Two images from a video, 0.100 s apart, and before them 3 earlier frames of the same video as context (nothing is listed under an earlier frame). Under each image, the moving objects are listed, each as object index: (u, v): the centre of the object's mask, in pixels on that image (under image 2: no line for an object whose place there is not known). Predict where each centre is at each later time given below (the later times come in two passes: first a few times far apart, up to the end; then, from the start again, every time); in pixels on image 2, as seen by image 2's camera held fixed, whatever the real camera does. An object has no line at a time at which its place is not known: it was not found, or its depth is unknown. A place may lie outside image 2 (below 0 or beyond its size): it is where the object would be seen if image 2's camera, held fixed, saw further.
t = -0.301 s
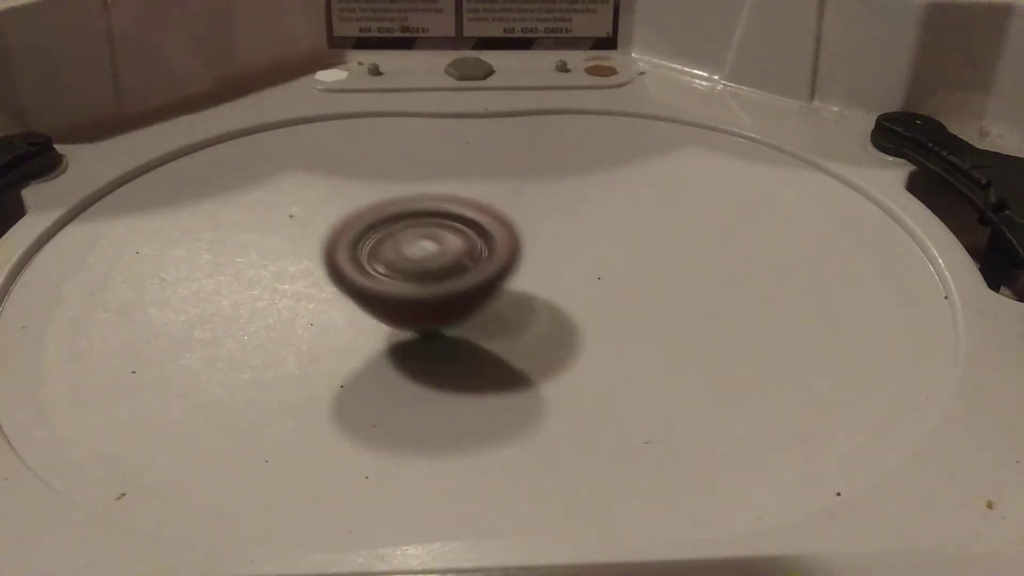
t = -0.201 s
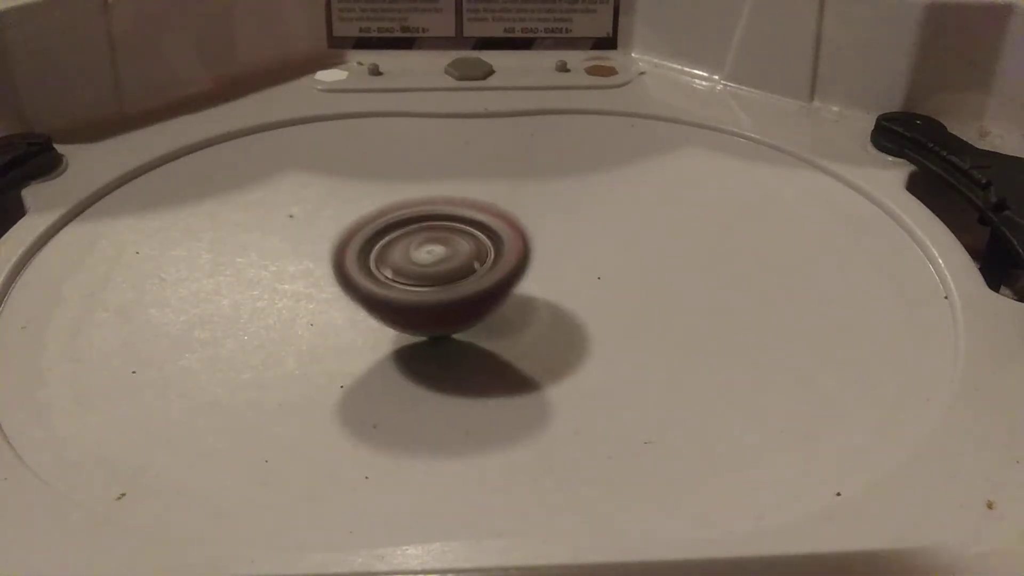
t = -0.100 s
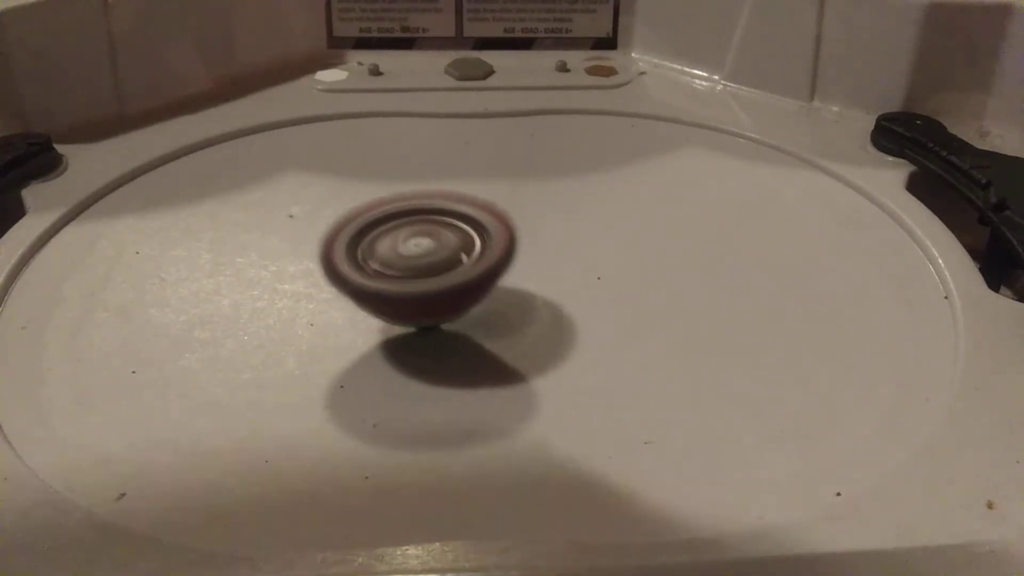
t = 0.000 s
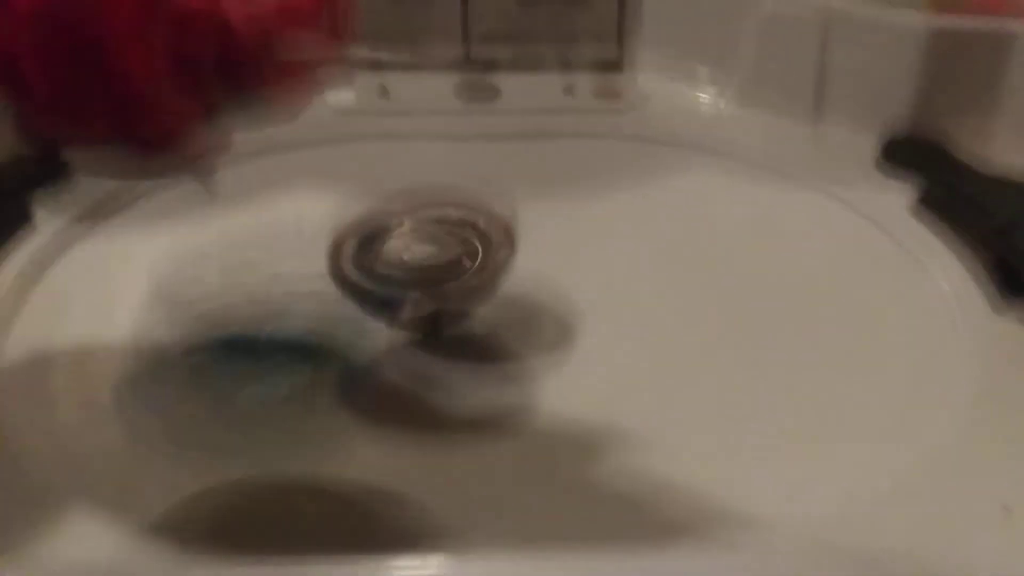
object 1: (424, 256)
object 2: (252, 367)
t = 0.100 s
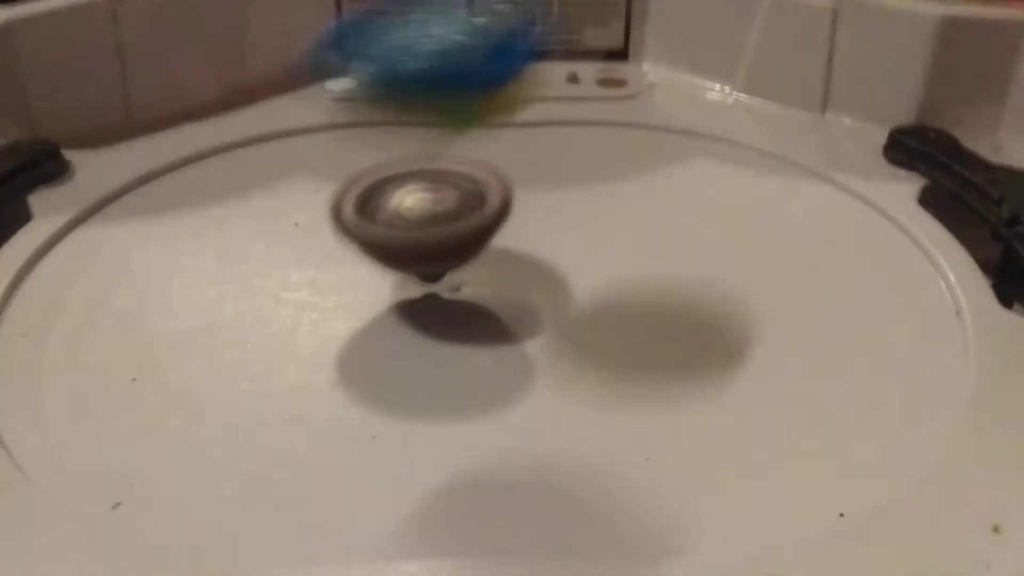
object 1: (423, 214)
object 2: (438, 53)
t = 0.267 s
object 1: (455, 231)
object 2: (635, 53)
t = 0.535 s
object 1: (513, 227)
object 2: (636, 165)
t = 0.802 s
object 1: (324, 235)
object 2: (879, 287)
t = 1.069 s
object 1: (366, 294)
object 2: (727, 191)
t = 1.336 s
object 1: (447, 262)
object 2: (524, 132)
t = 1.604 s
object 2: (476, 91)
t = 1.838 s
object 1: (482, 417)
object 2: (417, 121)
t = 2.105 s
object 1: (681, 377)
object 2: (439, 170)
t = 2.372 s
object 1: (620, 322)
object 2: (508, 192)
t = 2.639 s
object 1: (579, 318)
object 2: (648, 198)
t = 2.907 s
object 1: (546, 322)
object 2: (710, 168)
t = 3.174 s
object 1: (488, 293)
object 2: (665, 202)
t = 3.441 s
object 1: (386, 253)
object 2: (665, 265)
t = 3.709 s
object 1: (335, 236)
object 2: (677, 297)
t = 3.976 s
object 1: (348, 226)
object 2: (638, 314)
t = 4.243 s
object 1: (407, 220)
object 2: (568, 307)
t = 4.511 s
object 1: (446, 198)
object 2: (534, 320)
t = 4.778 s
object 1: (472, 179)
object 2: (497, 321)
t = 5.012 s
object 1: (493, 177)
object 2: (470, 299)
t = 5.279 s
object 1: (560, 187)
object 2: (429, 295)
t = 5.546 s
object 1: (630, 200)
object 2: (418, 275)
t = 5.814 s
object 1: (667, 223)
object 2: (420, 257)
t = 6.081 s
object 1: (654, 257)
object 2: (439, 240)
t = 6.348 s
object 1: (607, 299)
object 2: (448, 234)
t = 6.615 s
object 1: (566, 320)
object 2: (445, 233)
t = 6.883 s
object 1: (531, 326)
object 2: (470, 221)
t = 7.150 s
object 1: (521, 331)
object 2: (518, 218)
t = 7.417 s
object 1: (505, 323)
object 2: (550, 205)
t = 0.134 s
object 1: (427, 213)
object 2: (492, 48)
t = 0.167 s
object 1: (432, 217)
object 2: (541, 57)
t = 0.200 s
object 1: (439, 223)
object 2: (582, 105)
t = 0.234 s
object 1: (445, 227)
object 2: (615, 117)
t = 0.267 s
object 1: (455, 231)
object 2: (635, 53)
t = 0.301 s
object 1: (469, 230)
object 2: (647, 35)
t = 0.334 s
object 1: (491, 226)
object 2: (658, 34)
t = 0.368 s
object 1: (517, 225)
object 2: (672, 43)
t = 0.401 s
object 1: (530, 224)
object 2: (673, 81)
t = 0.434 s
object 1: (537, 226)
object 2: (668, 83)
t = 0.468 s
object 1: (536, 228)
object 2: (659, 126)
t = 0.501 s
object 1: (533, 229)
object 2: (644, 140)
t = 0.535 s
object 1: (513, 227)
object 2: (636, 165)
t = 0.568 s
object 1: (463, 223)
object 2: (675, 195)
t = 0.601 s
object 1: (421, 216)
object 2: (723, 217)
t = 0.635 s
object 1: (388, 215)
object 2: (767, 239)
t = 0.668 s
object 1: (360, 214)
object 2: (804, 254)
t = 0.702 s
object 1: (346, 216)
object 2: (836, 265)
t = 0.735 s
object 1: (336, 220)
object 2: (860, 276)
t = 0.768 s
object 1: (330, 226)
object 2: (874, 284)
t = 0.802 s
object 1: (324, 235)
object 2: (879, 287)
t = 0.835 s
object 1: (320, 244)
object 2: (875, 287)
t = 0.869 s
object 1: (320, 253)
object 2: (864, 283)
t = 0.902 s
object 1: (321, 262)
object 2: (845, 274)
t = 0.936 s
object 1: (323, 272)
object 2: (823, 261)
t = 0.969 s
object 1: (325, 280)
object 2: (799, 246)
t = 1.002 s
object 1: (332, 285)
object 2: (774, 228)
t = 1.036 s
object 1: (348, 290)
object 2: (750, 208)
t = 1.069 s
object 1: (366, 294)
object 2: (727, 191)
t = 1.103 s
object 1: (384, 296)
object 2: (703, 173)
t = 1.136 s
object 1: (405, 295)
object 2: (678, 158)
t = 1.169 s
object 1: (425, 292)
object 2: (652, 145)
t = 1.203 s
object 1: (443, 287)
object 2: (628, 133)
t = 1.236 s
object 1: (461, 279)
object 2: (602, 125)
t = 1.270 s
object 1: (467, 271)
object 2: (576, 120)
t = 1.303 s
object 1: (462, 265)
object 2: (548, 121)
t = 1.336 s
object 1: (447, 262)
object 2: (524, 132)
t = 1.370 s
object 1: (430, 258)
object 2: (501, 137)
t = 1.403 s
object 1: (416, 249)
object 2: (479, 142)
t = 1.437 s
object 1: (394, 255)
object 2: (467, 142)
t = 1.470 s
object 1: (336, 291)
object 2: (481, 119)
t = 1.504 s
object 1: (299, 321)
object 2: (489, 105)
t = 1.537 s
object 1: (279, 346)
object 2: (489, 90)
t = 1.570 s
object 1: (275, 367)
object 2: (484, 86)
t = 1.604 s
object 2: (476, 91)
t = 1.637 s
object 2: (466, 96)
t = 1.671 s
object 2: (455, 101)
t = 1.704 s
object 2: (445, 106)
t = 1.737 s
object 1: (376, 419)
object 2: (436, 112)
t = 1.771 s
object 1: (412, 418)
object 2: (429, 115)
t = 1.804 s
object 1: (446, 418)
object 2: (423, 118)
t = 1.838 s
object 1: (482, 417)
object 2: (417, 121)
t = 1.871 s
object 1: (516, 416)
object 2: (411, 122)
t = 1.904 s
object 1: (548, 416)
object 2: (408, 128)
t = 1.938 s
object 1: (581, 415)
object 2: (407, 133)
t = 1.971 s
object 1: (612, 413)
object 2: (409, 139)
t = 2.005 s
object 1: (640, 408)
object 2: (414, 147)
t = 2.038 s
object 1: (661, 401)
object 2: (421, 155)
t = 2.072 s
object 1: (675, 389)
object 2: (429, 163)
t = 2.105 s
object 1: (681, 377)
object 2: (439, 170)
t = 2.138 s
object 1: (680, 363)
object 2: (449, 178)
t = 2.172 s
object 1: (673, 348)
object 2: (460, 187)
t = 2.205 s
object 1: (662, 333)
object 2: (472, 196)
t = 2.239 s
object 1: (645, 318)
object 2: (485, 205)
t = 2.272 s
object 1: (626, 304)
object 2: (498, 213)
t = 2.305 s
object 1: (619, 302)
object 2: (506, 213)
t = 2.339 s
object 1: (624, 315)
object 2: (506, 204)
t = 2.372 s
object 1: (620, 322)
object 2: (508, 192)
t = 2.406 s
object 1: (615, 323)
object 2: (515, 190)
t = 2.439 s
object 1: (614, 322)
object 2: (525, 192)
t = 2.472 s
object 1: (612, 319)
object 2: (539, 195)
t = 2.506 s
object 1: (610, 316)
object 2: (556, 198)
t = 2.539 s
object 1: (606, 314)
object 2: (578, 200)
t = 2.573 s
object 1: (597, 313)
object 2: (604, 201)
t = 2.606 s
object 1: (586, 316)
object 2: (627, 199)
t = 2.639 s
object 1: (579, 318)
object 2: (648, 198)
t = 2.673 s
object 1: (574, 321)
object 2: (665, 196)
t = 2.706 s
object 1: (572, 322)
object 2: (680, 192)
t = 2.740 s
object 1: (568, 323)
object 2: (693, 187)
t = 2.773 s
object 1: (564, 324)
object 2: (702, 182)
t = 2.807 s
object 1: (560, 324)
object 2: (708, 177)
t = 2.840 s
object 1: (556, 324)
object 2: (711, 173)
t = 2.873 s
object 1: (551, 323)
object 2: (711, 169)
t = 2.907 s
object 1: (546, 322)
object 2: (710, 168)
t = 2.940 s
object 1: (540, 320)
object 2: (707, 166)
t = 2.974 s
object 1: (534, 317)
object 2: (704, 167)
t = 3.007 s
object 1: (527, 314)
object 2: (698, 169)
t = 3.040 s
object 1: (520, 310)
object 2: (691, 173)
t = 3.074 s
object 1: (513, 306)
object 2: (684, 179)
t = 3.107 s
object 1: (504, 302)
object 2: (677, 186)
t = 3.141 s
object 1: (497, 298)
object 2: (670, 193)
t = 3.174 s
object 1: (488, 293)
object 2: (665, 202)
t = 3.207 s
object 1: (481, 288)
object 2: (661, 210)
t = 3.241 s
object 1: (473, 282)
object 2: (659, 217)
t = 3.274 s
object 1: (456, 277)
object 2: (658, 223)
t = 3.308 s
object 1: (434, 271)
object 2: (658, 231)
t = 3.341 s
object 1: (416, 264)
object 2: (659, 242)
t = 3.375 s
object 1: (406, 260)
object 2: (661, 251)
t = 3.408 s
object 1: (396, 256)
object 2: (663, 259)
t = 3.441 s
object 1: (386, 253)
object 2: (665, 265)
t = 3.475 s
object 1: (376, 250)
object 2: (666, 269)
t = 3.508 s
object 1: (367, 247)
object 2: (667, 273)
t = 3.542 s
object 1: (360, 245)
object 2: (668, 276)
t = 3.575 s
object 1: (352, 243)
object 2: (670, 279)
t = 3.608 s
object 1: (347, 241)
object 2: (672, 283)
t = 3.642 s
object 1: (342, 239)
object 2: (674, 287)
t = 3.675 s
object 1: (337, 238)
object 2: (676, 292)
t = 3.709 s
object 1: (335, 236)
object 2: (677, 297)
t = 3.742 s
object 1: (333, 234)
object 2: (677, 302)
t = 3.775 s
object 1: (332, 233)
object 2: (676, 306)
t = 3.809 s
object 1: (332, 232)
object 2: (673, 308)
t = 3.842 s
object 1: (332, 230)
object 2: (668, 310)
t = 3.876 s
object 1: (334, 229)
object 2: (662, 312)
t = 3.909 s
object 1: (338, 228)
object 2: (655, 313)
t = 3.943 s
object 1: (343, 227)
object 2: (647, 313)
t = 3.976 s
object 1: (348, 226)
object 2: (638, 314)
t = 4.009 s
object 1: (355, 225)
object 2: (629, 313)
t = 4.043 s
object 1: (361, 224)
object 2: (620, 313)
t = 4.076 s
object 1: (368, 223)
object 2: (611, 312)
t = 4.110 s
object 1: (375, 223)
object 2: (603, 311)
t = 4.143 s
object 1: (382, 222)
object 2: (594, 310)
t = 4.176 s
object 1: (390, 221)
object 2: (585, 308)
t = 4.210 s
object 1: (398, 220)
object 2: (576, 307)
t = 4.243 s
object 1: (407, 220)
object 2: (568, 307)
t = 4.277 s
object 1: (415, 219)
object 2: (562, 307)
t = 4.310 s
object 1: (423, 215)
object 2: (561, 311)
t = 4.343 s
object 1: (427, 210)
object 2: (560, 317)
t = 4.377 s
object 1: (432, 207)
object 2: (555, 320)
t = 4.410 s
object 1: (436, 205)
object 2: (550, 322)
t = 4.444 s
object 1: (440, 202)
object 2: (545, 323)
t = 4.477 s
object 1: (443, 200)
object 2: (540, 322)
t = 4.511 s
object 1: (446, 198)
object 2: (534, 320)
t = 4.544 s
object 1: (449, 196)
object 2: (528, 318)
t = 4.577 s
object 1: (453, 194)
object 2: (523, 314)
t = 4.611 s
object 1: (456, 193)
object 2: (518, 312)
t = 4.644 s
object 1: (461, 191)
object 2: (513, 311)
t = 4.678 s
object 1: (465, 187)
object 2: (509, 315)
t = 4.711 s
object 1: (469, 184)
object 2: (504, 320)
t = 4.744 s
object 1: (470, 182)
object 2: (501, 322)
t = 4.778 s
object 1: (472, 179)
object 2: (497, 321)
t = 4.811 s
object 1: (474, 176)
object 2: (494, 320)
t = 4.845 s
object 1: (476, 175)
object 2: (490, 316)
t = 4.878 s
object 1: (477, 174)
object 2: (486, 314)
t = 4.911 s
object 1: (480, 174)
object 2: (483, 311)
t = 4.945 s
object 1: (483, 175)
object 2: (478, 307)
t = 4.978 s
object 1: (488, 176)
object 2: (474, 303)
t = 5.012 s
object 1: (493, 177)
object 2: (470, 299)
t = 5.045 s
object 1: (501, 178)
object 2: (464, 303)
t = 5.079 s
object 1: (510, 178)
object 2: (457, 304)
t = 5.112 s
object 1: (519, 179)
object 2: (452, 305)
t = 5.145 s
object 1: (527, 180)
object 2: (446, 303)
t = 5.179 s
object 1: (535, 181)
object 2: (441, 302)
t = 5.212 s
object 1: (542, 183)
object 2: (437, 300)
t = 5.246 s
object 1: (551, 185)
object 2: (433, 298)
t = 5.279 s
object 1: (560, 187)
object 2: (429, 295)
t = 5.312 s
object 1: (569, 189)
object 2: (426, 291)
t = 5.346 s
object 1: (577, 190)
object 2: (424, 288)
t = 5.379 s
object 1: (586, 192)
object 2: (424, 285)
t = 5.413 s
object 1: (595, 195)
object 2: (423, 283)
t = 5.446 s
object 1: (605, 196)
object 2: (423, 281)
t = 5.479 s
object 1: (614, 198)
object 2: (422, 279)
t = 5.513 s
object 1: (622, 199)
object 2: (420, 277)
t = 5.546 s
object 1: (630, 200)
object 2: (418, 275)
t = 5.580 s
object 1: (637, 202)
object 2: (417, 273)
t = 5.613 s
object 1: (644, 205)
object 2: (417, 270)
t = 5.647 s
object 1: (649, 207)
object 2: (418, 269)
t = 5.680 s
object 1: (654, 210)
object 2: (418, 266)
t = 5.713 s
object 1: (658, 212)
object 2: (419, 264)
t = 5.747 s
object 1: (661, 216)
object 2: (419, 261)
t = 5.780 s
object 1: (664, 219)
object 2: (420, 259)
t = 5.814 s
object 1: (667, 223)
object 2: (420, 257)
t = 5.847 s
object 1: (669, 227)
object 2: (420, 255)
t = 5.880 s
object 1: (669, 230)
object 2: (421, 252)
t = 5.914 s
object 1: (669, 234)
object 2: (422, 250)
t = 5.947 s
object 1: (668, 239)
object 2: (425, 247)
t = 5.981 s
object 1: (665, 243)
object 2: (428, 245)
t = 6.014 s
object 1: (662, 248)
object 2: (432, 243)
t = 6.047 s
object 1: (658, 252)
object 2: (436, 242)
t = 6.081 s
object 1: (654, 257)
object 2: (439, 240)
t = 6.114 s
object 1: (648, 262)
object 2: (444, 239)
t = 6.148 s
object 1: (642, 267)
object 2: (449, 238)
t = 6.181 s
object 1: (636, 272)
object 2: (455, 236)
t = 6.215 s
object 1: (628, 278)
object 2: (458, 234)
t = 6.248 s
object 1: (624, 283)
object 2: (453, 233)
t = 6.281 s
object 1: (618, 288)
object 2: (448, 232)
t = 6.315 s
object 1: (612, 294)
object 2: (448, 233)
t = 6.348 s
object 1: (607, 299)
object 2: (448, 234)
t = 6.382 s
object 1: (604, 304)
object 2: (451, 236)
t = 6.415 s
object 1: (597, 308)
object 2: (451, 234)
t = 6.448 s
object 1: (591, 312)
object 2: (447, 232)
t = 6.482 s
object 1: (586, 314)
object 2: (446, 231)
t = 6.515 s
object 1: (582, 317)
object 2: (448, 233)
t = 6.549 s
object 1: (577, 319)
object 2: (449, 233)
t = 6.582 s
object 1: (572, 319)
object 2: (446, 234)
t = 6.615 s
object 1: (566, 320)
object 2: (445, 233)
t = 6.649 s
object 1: (560, 320)
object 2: (446, 231)
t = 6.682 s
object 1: (554, 320)
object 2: (448, 228)
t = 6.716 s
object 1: (548, 320)
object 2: (452, 226)
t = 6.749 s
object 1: (545, 323)
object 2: (454, 224)
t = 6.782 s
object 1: (542, 324)
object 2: (457, 223)
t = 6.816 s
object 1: (539, 325)
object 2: (461, 223)
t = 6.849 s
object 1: (535, 325)
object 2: (465, 224)
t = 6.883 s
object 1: (531, 326)
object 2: (470, 221)
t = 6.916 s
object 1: (530, 326)
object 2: (475, 219)
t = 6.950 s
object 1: (530, 326)
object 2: (480, 219)
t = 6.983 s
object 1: (529, 328)
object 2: (486, 219)
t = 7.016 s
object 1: (525, 331)
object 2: (494, 218)
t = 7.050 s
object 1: (524, 333)
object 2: (502, 218)
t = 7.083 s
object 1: (523, 333)
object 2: (508, 217)
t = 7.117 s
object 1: (521, 331)
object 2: (513, 218)
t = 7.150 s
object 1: (521, 331)
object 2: (518, 218)
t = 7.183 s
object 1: (513, 333)
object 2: (526, 216)
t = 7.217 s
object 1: (510, 335)
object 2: (533, 213)
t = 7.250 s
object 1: (511, 335)
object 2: (539, 210)
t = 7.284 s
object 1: (511, 335)
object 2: (542, 209)
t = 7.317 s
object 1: (510, 333)
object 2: (545, 207)
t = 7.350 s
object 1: (508, 331)
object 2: (547, 207)
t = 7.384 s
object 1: (507, 327)
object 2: (548, 206)
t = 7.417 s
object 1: (505, 323)
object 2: (550, 205)
